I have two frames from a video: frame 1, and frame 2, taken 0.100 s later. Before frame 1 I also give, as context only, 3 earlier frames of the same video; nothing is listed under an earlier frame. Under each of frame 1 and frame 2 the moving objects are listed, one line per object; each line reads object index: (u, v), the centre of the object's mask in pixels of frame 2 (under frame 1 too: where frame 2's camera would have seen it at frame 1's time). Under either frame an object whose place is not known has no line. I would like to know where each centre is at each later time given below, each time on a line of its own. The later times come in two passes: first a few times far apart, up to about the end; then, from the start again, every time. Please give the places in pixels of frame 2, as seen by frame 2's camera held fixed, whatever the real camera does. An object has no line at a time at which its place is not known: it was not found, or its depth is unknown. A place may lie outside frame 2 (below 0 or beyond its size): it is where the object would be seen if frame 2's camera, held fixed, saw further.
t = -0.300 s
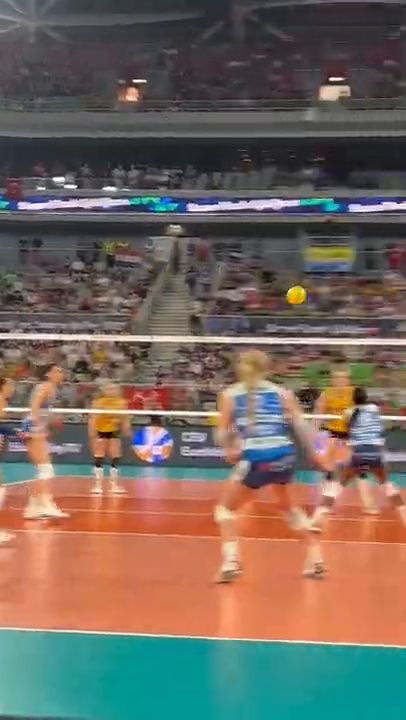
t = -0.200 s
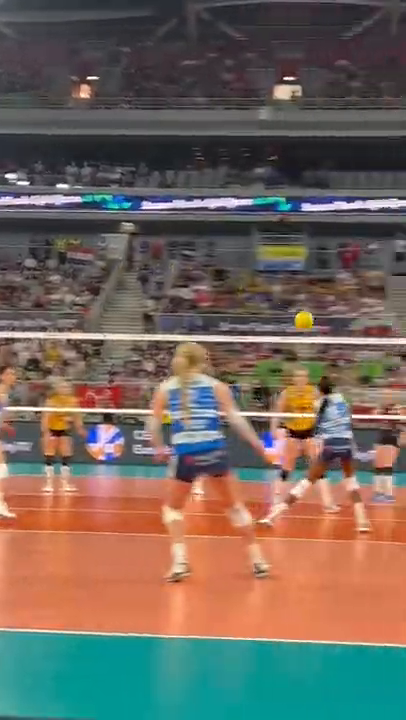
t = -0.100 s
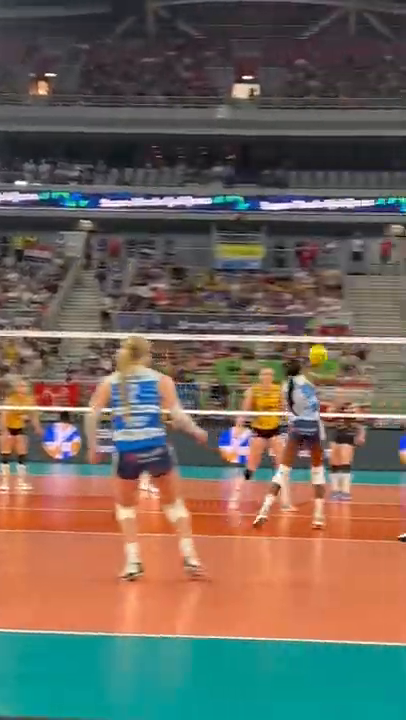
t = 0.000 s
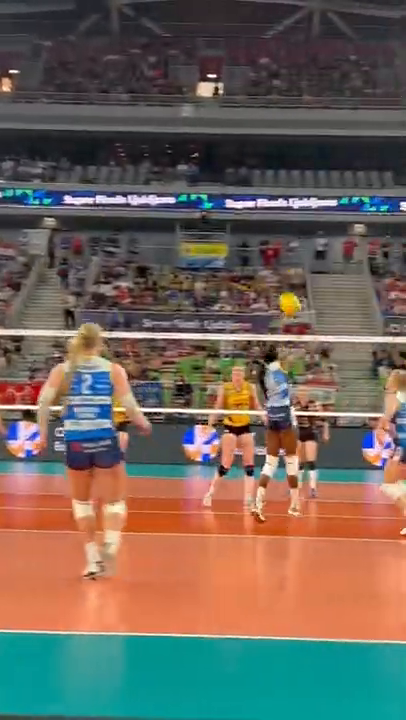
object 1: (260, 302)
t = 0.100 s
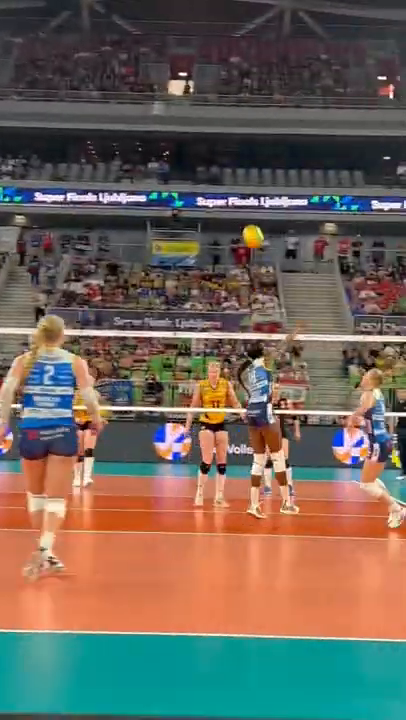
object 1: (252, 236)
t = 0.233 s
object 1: (243, 164)
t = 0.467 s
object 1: (227, 77)
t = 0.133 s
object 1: (250, 217)
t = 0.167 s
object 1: (248, 198)
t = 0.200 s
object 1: (246, 180)
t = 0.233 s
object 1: (243, 164)
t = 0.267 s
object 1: (241, 148)
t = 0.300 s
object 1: (239, 133)
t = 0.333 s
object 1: (236, 120)
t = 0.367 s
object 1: (234, 108)
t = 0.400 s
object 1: (232, 96)
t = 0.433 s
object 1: (229, 86)
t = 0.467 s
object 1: (227, 77)
